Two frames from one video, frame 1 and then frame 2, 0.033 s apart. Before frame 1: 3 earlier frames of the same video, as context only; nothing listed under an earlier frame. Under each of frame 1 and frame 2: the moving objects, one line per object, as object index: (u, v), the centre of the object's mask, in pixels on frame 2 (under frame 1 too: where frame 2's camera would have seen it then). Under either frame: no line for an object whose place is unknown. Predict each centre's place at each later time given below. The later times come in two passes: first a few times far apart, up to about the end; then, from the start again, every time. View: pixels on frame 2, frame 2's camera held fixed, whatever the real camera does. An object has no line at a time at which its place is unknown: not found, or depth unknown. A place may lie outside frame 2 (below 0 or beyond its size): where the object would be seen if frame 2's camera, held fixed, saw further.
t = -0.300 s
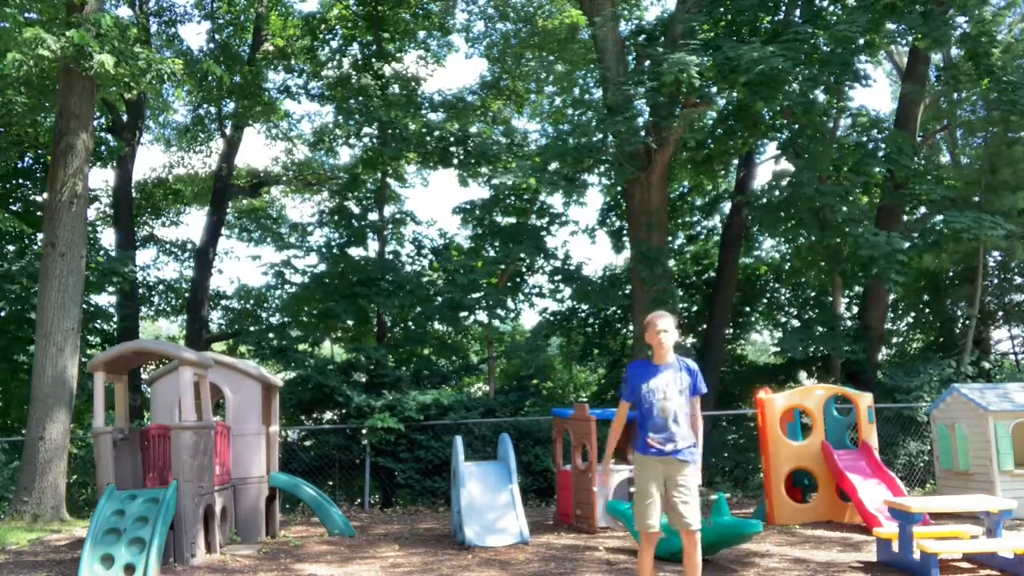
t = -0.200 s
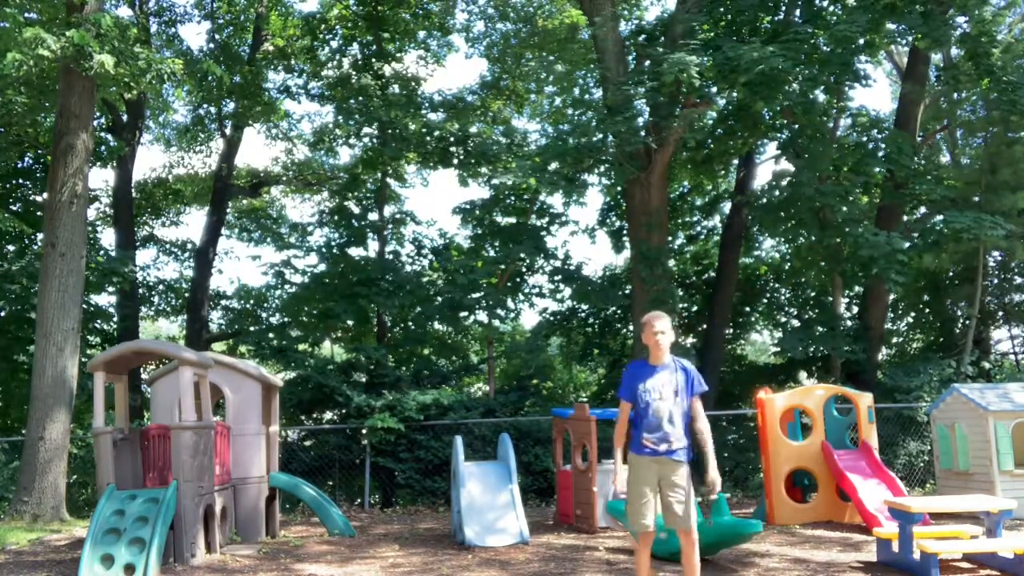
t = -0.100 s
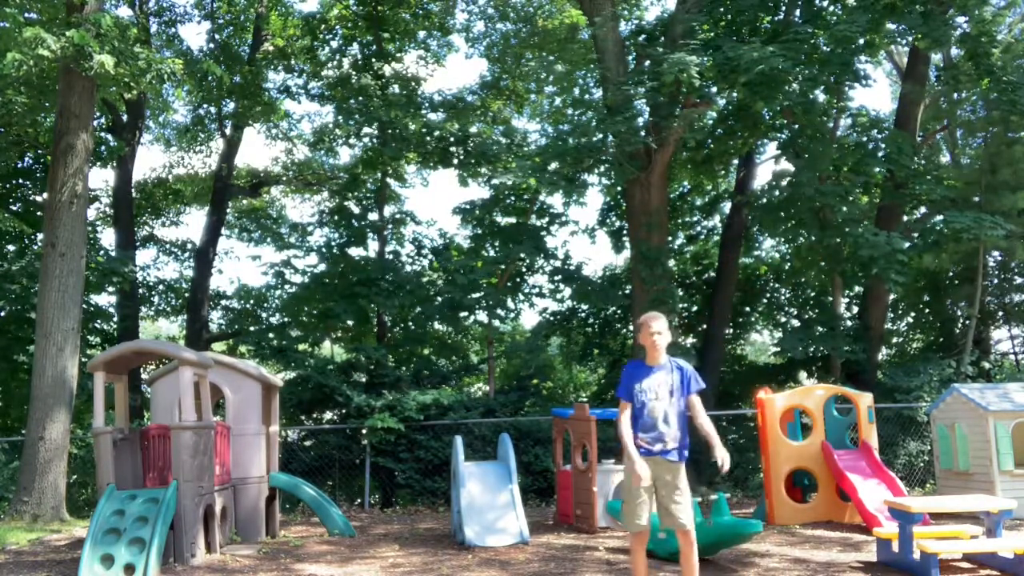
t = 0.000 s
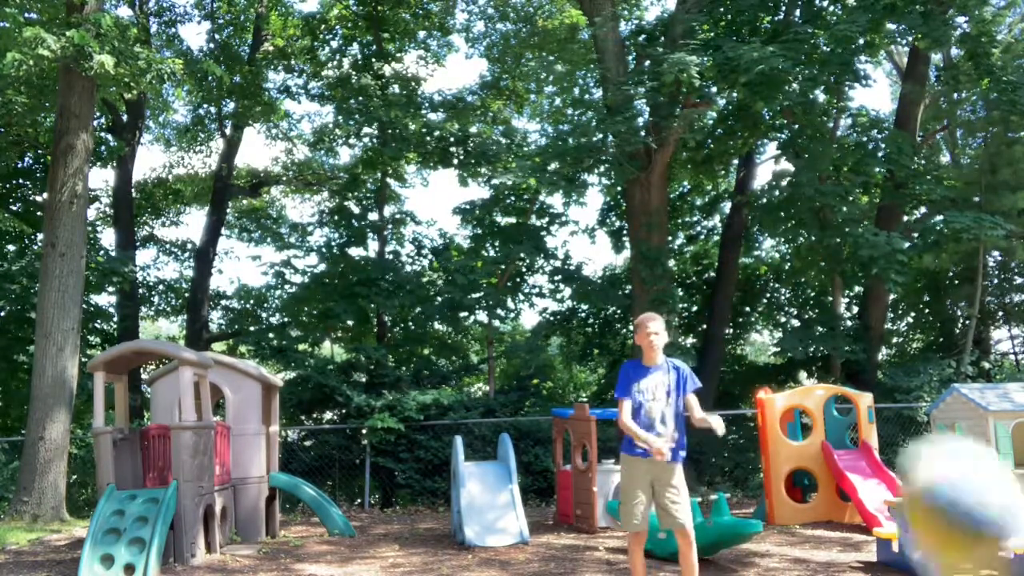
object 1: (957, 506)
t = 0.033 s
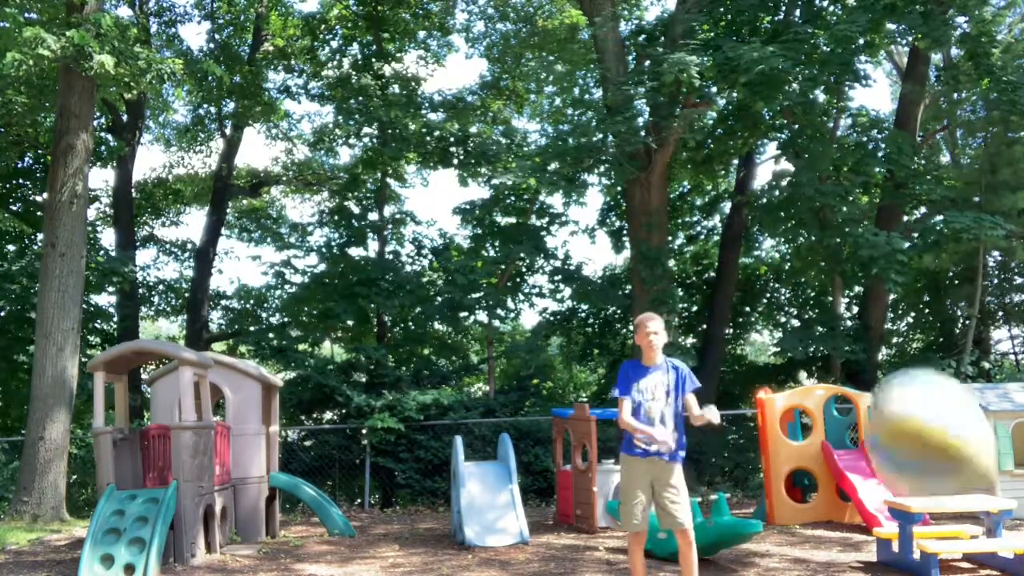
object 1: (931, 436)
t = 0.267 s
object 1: (794, 226)
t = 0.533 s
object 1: (719, 268)
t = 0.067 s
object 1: (902, 382)
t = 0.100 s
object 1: (879, 338)
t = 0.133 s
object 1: (858, 302)
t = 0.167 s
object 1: (840, 273)
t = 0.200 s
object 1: (823, 251)
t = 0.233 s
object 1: (808, 236)
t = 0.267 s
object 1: (794, 226)
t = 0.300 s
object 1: (781, 221)
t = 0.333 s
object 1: (770, 219)
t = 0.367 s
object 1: (760, 221)
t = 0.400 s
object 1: (751, 225)
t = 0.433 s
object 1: (742, 232)
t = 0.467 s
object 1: (733, 242)
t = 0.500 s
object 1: (726, 254)
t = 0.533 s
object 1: (719, 268)
